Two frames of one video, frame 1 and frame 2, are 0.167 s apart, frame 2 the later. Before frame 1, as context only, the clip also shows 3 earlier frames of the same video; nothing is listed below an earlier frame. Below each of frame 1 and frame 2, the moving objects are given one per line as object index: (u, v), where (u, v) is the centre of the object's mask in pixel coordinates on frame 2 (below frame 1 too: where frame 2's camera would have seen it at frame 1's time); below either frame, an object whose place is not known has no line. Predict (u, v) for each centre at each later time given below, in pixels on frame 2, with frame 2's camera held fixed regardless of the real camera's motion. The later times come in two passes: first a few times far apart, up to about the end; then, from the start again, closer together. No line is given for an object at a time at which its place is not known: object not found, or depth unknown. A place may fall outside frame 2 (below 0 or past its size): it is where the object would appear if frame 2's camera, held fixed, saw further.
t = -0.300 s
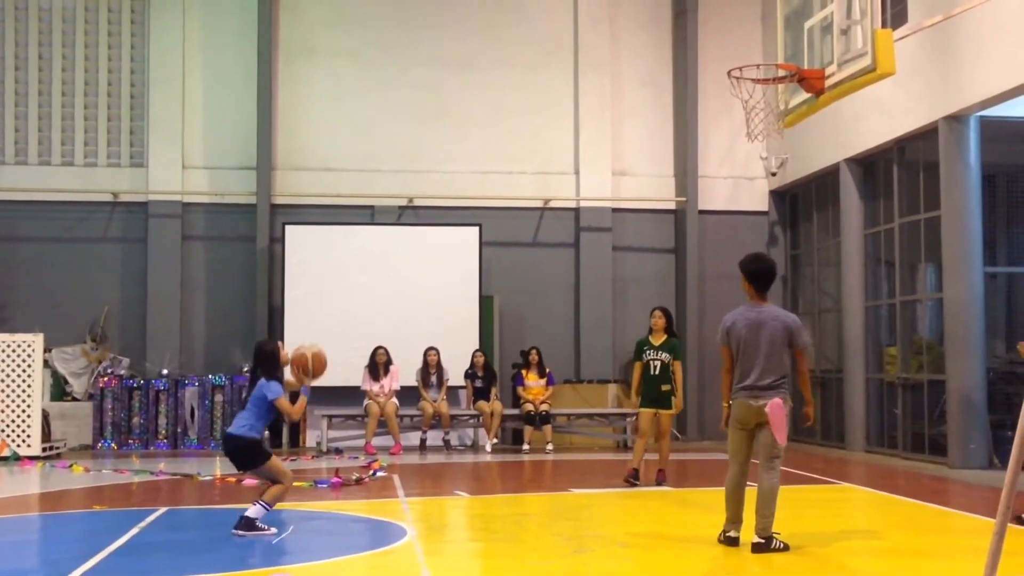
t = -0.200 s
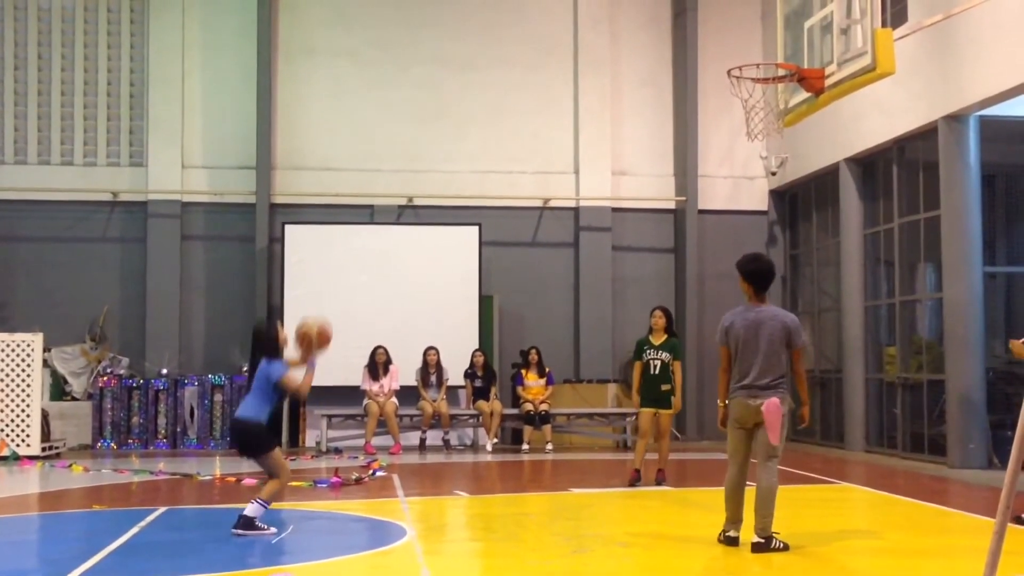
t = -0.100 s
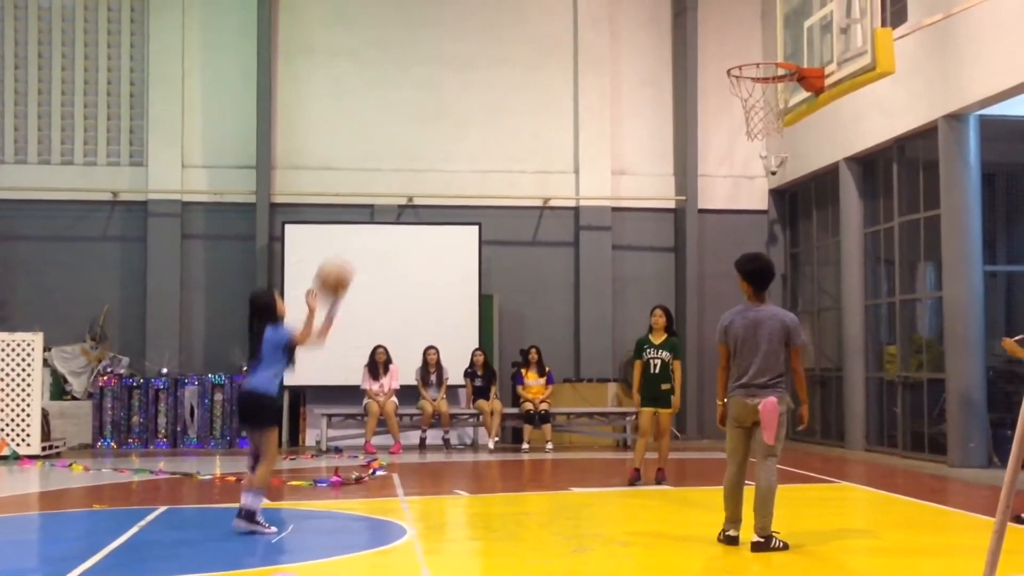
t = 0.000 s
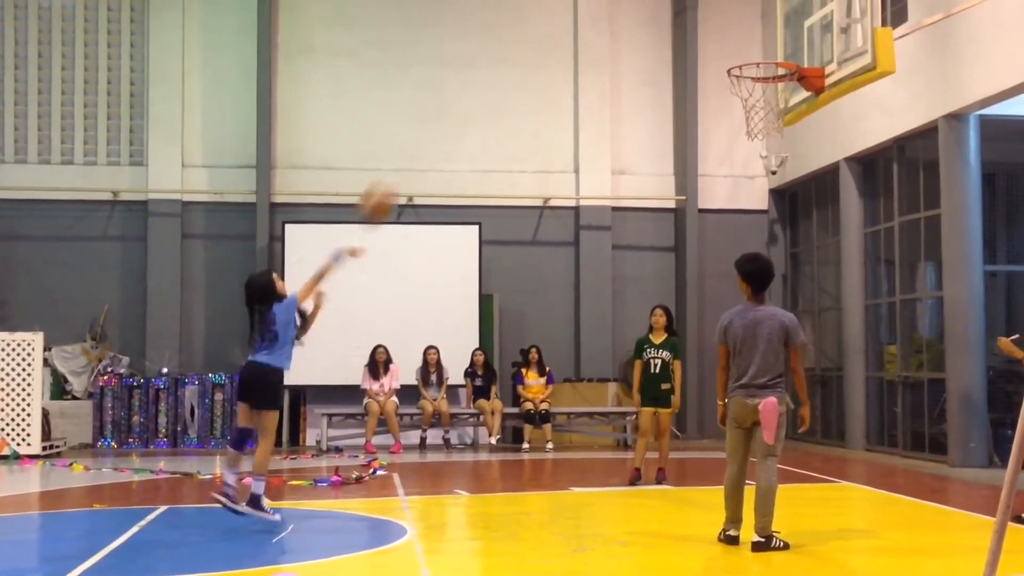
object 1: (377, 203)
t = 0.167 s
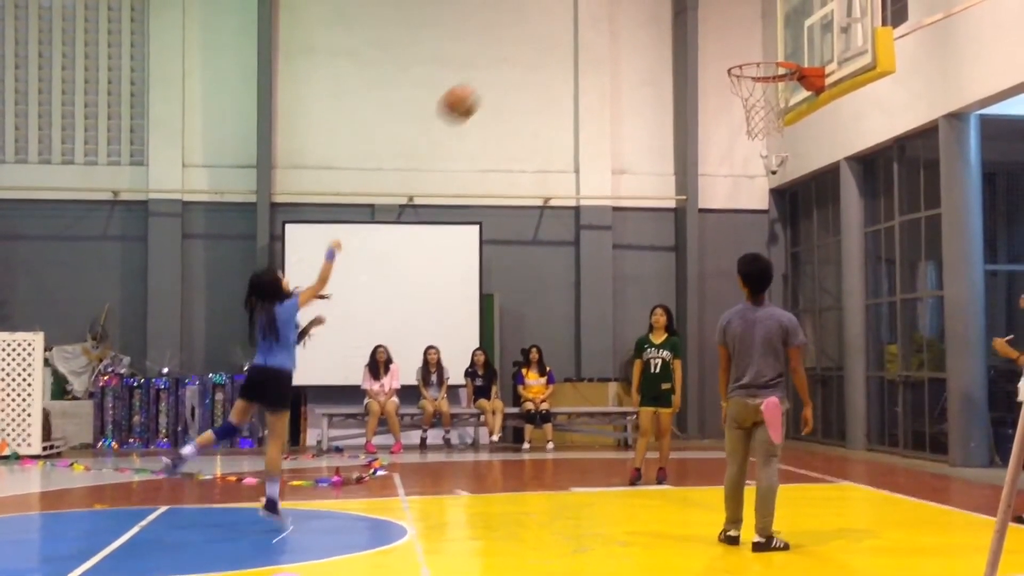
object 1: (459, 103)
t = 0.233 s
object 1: (492, 74)
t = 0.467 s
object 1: (604, 22)
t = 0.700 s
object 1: (714, 48)
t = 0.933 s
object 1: (743, 44)
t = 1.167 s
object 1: (765, 105)
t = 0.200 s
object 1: (475, 88)
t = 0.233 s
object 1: (492, 74)
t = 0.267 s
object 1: (508, 61)
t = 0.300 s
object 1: (525, 51)
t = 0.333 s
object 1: (540, 43)
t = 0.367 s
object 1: (556, 34)
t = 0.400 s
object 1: (573, 29)
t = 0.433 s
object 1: (588, 26)
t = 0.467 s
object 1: (604, 22)
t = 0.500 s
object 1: (620, 20)
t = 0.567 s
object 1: (652, 23)
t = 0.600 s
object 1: (668, 26)
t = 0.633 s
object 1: (683, 32)
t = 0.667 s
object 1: (698, 39)
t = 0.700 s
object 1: (714, 48)
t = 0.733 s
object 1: (725, 52)
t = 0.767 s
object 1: (728, 47)
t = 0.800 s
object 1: (731, 44)
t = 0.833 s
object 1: (734, 41)
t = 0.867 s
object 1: (737, 41)
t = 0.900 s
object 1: (740, 42)
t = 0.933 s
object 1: (743, 44)
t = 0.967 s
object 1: (746, 47)
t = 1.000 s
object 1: (749, 50)
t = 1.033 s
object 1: (752, 62)
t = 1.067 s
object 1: (756, 70)
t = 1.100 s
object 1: (758, 78)
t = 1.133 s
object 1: (761, 92)
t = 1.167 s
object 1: (765, 105)
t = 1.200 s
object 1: (767, 120)
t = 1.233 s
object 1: (771, 133)
